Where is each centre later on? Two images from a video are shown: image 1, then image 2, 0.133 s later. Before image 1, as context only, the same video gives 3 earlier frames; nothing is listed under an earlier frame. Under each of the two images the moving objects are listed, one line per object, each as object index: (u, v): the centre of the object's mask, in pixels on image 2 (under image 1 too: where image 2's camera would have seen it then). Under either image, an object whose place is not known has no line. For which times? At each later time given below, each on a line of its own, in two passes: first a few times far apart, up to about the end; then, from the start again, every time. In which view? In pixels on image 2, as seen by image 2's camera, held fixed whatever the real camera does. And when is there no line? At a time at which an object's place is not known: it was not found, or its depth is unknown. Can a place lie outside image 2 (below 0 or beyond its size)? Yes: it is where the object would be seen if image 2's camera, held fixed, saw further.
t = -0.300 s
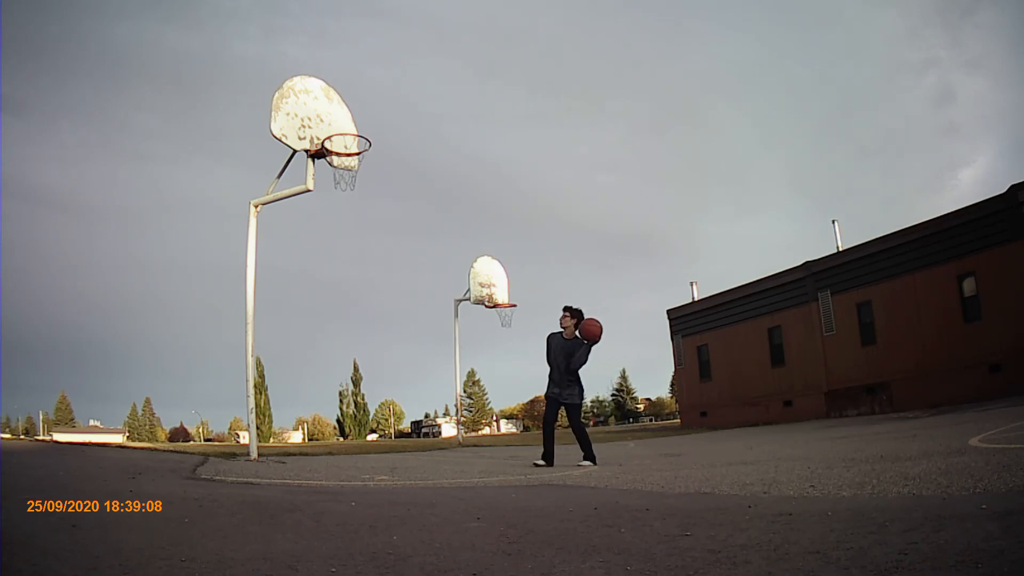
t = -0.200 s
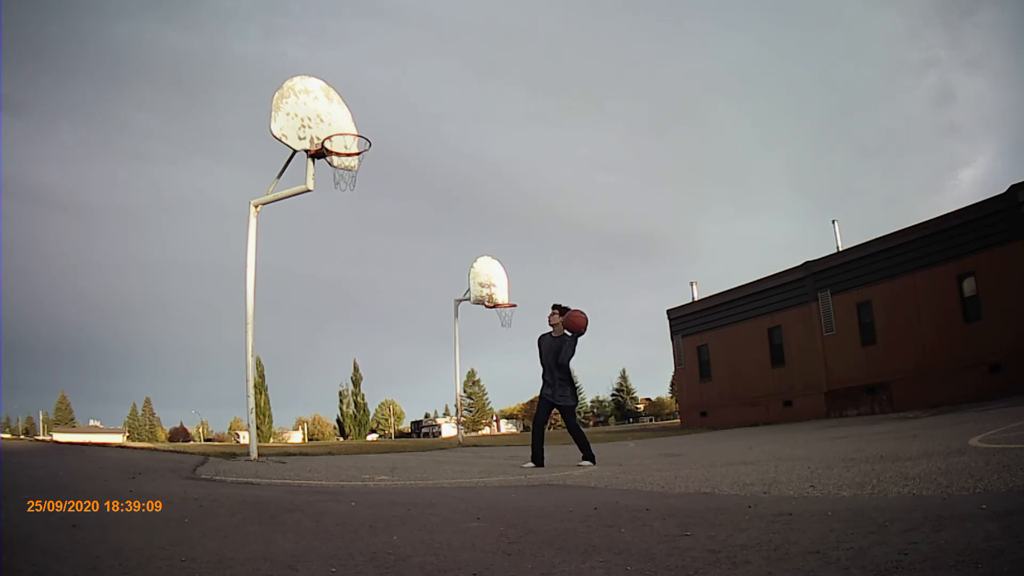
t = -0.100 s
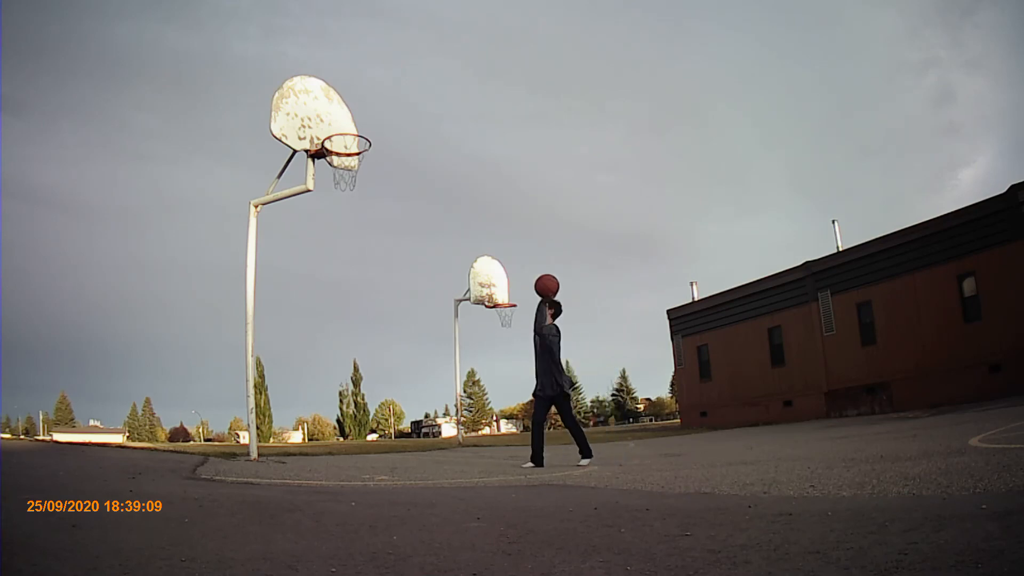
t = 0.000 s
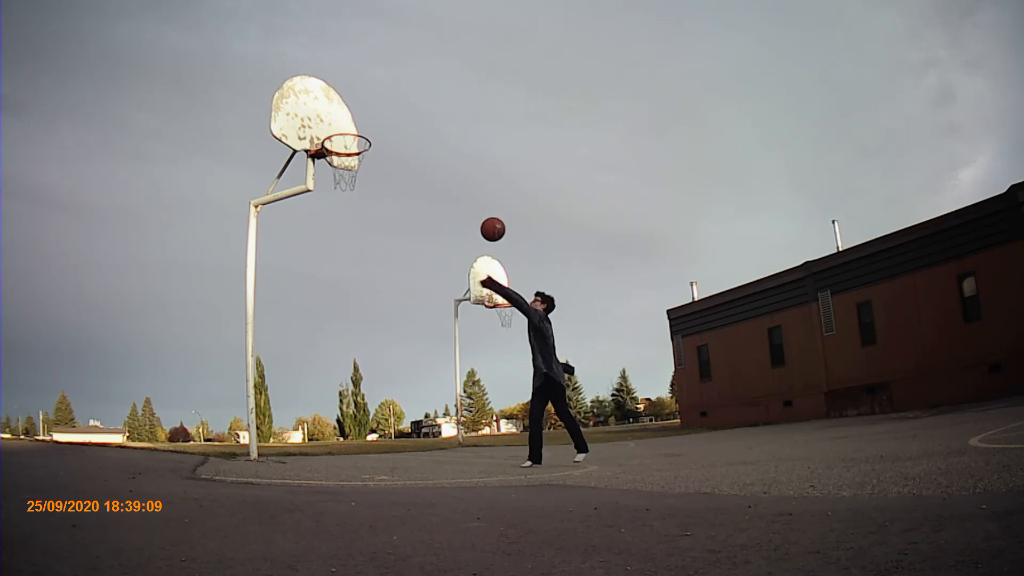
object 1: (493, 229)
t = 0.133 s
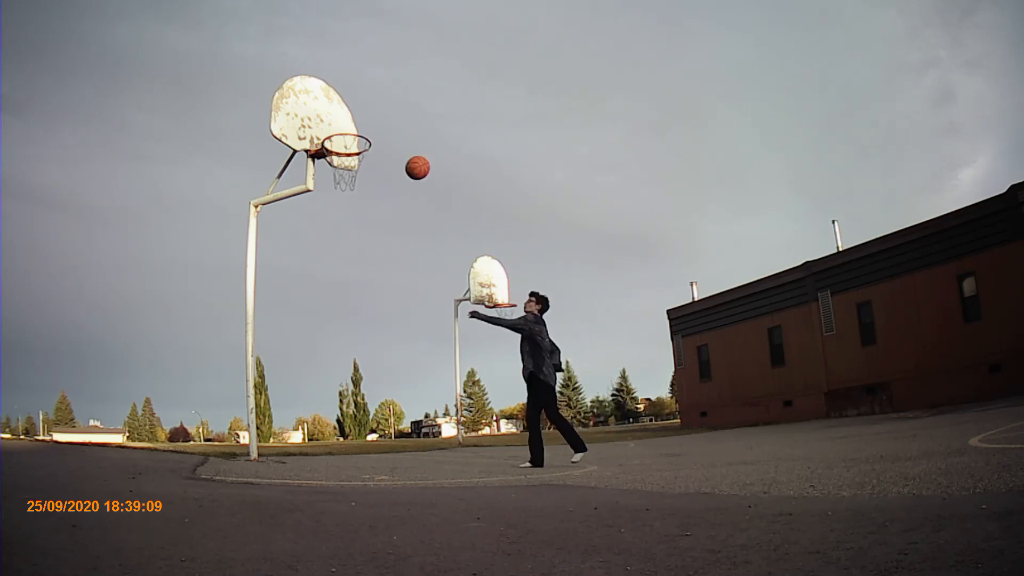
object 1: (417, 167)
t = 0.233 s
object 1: (392, 138)
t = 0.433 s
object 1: (472, 123)
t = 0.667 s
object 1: (569, 154)
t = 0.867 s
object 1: (655, 224)
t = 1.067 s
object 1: (742, 335)
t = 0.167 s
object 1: (399, 155)
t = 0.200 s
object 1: (382, 144)
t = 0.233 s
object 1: (392, 138)
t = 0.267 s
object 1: (405, 133)
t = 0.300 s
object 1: (418, 129)
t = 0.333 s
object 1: (432, 126)
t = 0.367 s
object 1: (445, 124)
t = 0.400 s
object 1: (459, 123)
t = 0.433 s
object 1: (472, 123)
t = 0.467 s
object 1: (486, 124)
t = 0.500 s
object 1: (499, 127)
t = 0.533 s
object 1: (513, 130)
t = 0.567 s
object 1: (527, 134)
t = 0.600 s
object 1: (541, 140)
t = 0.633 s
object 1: (555, 147)
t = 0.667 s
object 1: (569, 154)
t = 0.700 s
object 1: (583, 163)
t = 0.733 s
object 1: (597, 173)
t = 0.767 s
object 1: (611, 184)
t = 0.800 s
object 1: (626, 196)
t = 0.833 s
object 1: (640, 210)
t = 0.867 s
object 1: (655, 224)
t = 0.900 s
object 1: (669, 240)
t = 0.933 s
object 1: (684, 256)
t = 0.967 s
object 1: (699, 275)
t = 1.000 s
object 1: (713, 294)
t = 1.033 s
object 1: (728, 313)
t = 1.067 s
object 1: (742, 335)
